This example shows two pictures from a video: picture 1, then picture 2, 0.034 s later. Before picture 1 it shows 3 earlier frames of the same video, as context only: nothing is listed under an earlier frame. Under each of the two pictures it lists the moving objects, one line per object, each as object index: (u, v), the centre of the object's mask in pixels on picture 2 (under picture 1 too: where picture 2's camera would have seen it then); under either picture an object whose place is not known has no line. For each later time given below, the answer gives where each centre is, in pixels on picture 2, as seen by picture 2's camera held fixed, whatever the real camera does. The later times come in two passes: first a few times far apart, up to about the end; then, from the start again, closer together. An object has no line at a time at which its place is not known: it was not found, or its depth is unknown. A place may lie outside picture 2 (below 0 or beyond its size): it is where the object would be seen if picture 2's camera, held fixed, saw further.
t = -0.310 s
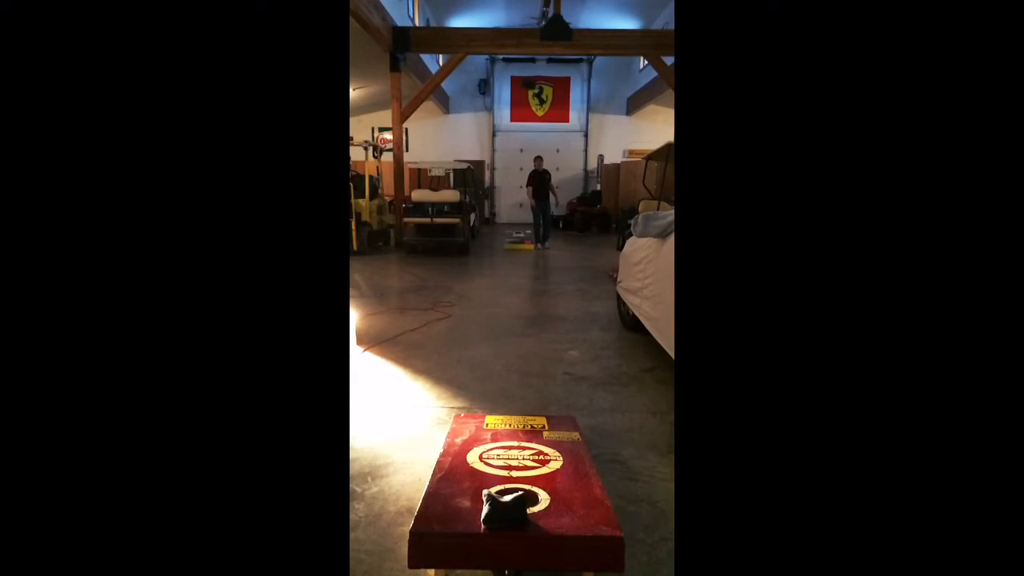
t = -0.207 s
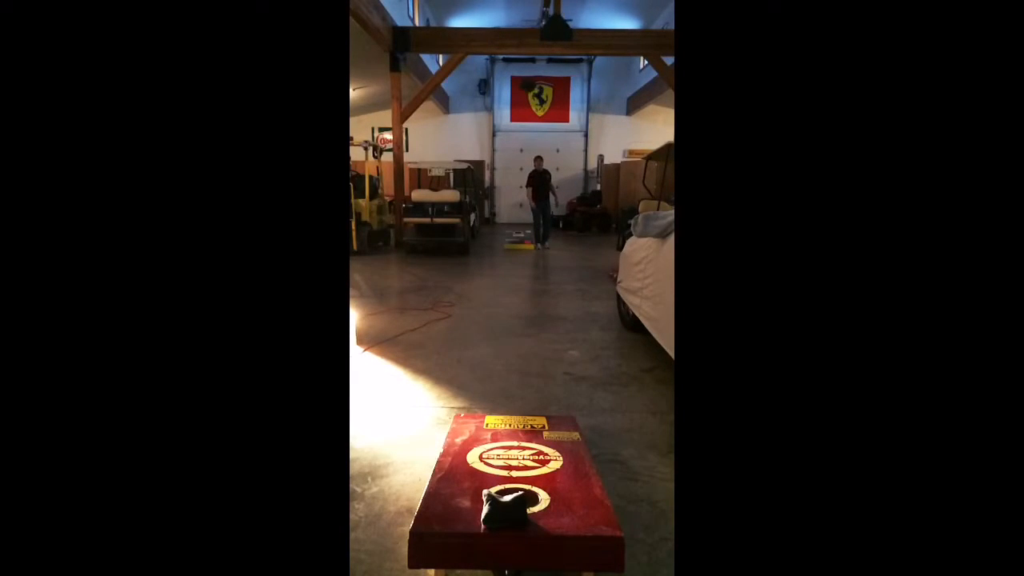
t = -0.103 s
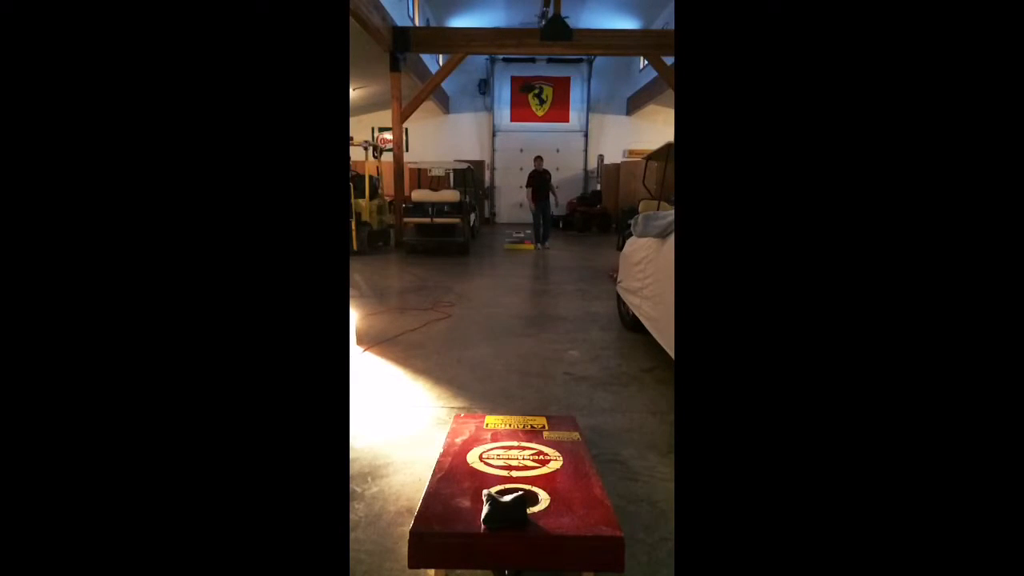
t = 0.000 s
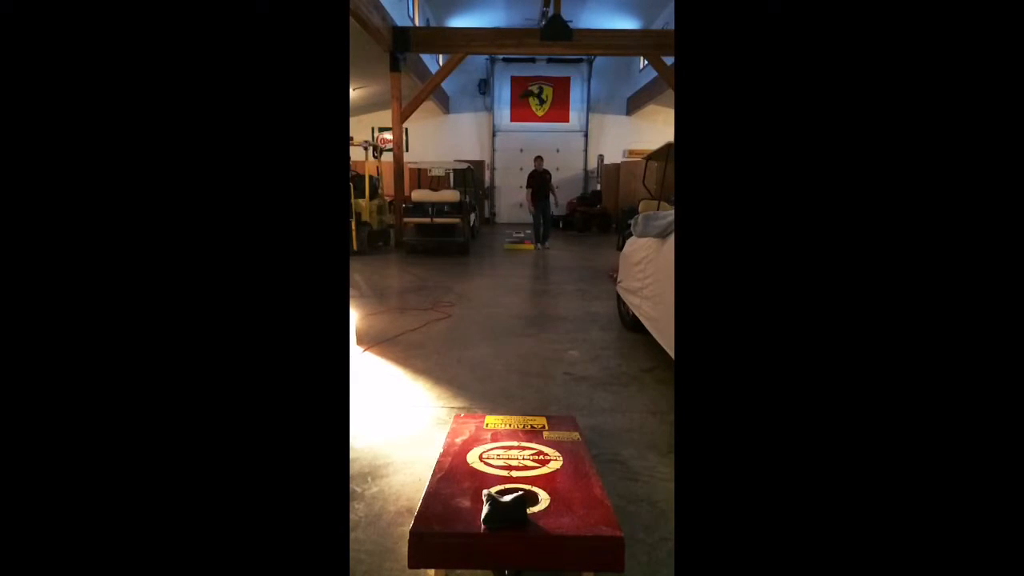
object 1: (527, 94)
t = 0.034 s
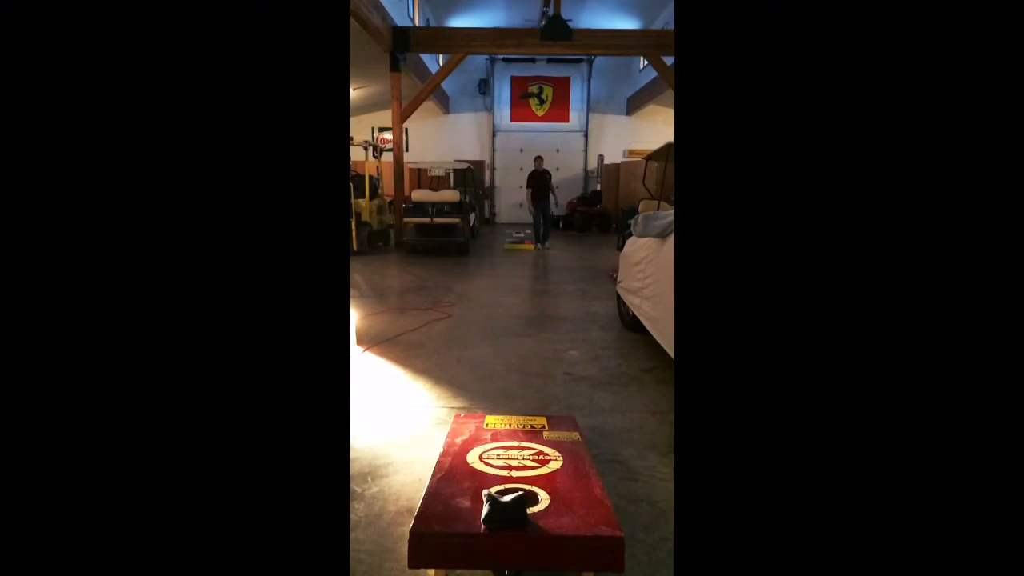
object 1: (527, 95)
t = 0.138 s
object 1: (524, 101)
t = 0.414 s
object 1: (522, 122)
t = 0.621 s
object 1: (520, 144)
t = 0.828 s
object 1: (518, 172)
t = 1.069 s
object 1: (514, 224)
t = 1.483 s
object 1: (505, 340)
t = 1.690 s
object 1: (499, 423)
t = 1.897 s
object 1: (498, 433)
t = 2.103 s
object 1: (496, 446)
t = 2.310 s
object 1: (495, 458)
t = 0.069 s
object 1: (527, 97)
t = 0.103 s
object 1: (525, 99)
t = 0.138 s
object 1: (524, 101)
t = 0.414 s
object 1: (522, 122)
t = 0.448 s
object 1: (522, 125)
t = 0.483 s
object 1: (522, 129)
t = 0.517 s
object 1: (521, 132)
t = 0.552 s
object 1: (521, 136)
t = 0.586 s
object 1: (520, 140)
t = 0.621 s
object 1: (520, 144)
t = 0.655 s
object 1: (520, 148)
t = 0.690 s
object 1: (520, 153)
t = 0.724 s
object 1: (519, 157)
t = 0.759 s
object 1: (519, 162)
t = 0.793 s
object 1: (518, 167)
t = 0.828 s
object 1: (518, 172)
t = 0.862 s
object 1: (517, 177)
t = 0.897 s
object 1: (515, 184)
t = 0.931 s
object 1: (514, 190)
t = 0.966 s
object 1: (514, 197)
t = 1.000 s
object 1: (514, 209)
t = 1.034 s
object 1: (514, 217)
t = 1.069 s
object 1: (514, 224)
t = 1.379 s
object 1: (507, 307)
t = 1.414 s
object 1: (506, 318)
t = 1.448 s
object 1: (506, 329)
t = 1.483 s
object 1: (505, 340)
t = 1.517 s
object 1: (504, 354)
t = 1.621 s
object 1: (500, 396)
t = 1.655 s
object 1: (499, 407)
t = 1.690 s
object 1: (499, 423)
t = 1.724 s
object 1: (499, 428)
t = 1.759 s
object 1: (499, 430)
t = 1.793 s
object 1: (499, 430)
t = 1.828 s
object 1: (499, 431)
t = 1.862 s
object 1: (499, 432)
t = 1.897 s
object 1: (498, 433)
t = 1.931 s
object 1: (498, 435)
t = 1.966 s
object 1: (499, 437)
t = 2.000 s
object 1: (498, 440)
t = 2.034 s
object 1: (497, 442)
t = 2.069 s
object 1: (497, 444)
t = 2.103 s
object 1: (496, 446)
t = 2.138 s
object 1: (496, 449)
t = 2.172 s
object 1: (495, 450)
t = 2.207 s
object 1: (495, 451)
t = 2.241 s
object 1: (494, 454)
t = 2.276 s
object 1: (494, 456)
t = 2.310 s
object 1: (495, 458)
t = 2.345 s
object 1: (495, 459)
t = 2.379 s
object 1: (494, 461)
